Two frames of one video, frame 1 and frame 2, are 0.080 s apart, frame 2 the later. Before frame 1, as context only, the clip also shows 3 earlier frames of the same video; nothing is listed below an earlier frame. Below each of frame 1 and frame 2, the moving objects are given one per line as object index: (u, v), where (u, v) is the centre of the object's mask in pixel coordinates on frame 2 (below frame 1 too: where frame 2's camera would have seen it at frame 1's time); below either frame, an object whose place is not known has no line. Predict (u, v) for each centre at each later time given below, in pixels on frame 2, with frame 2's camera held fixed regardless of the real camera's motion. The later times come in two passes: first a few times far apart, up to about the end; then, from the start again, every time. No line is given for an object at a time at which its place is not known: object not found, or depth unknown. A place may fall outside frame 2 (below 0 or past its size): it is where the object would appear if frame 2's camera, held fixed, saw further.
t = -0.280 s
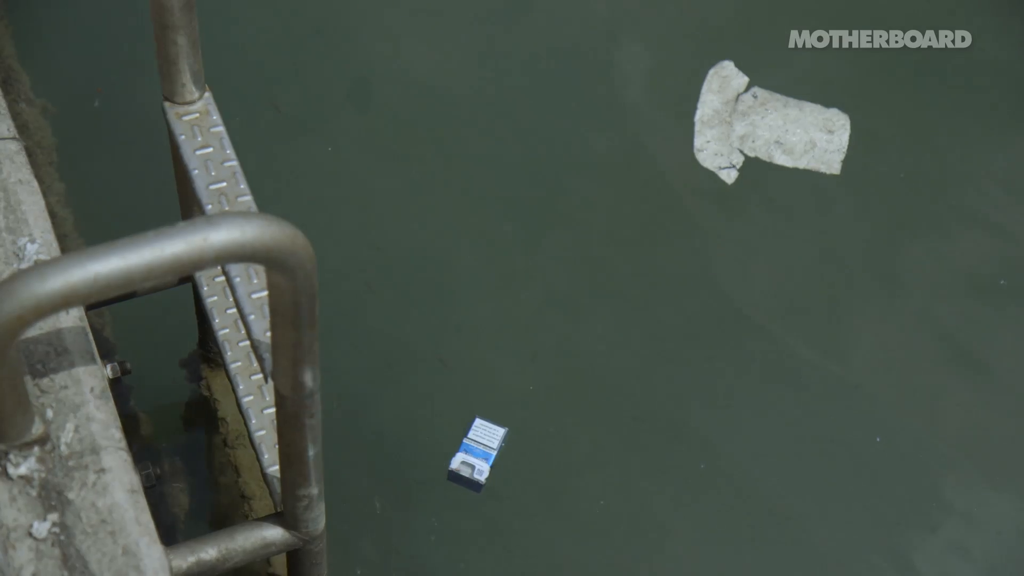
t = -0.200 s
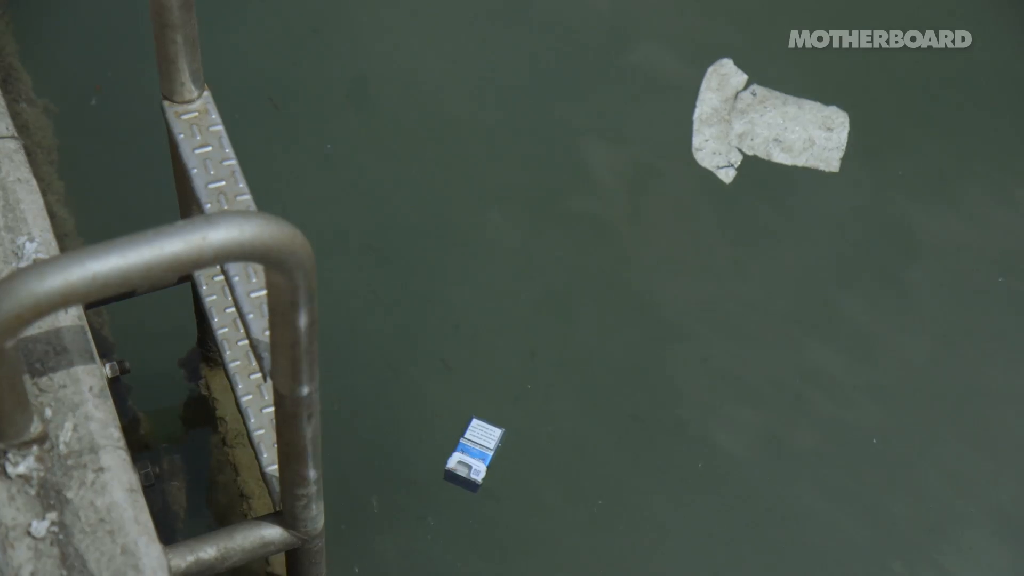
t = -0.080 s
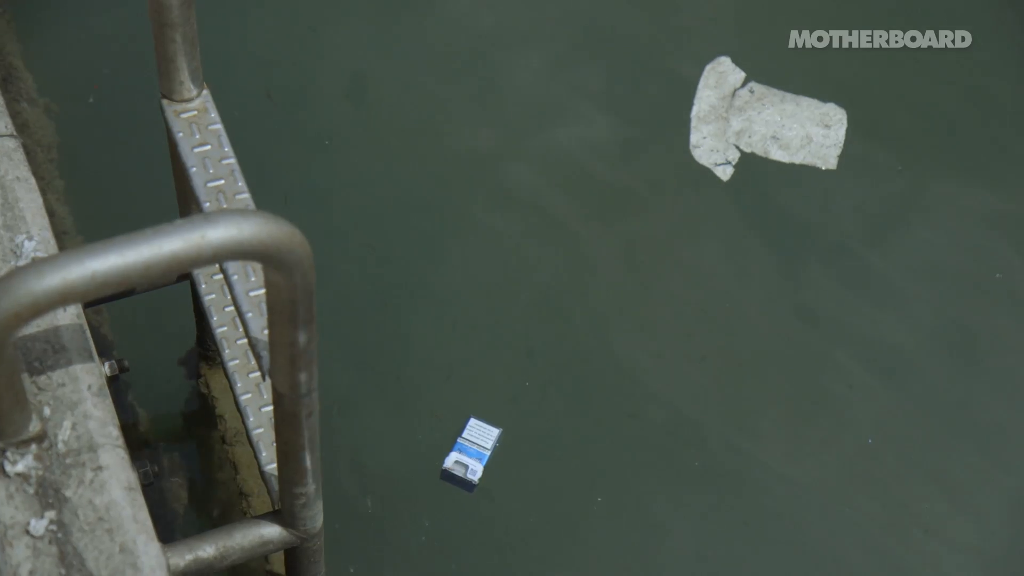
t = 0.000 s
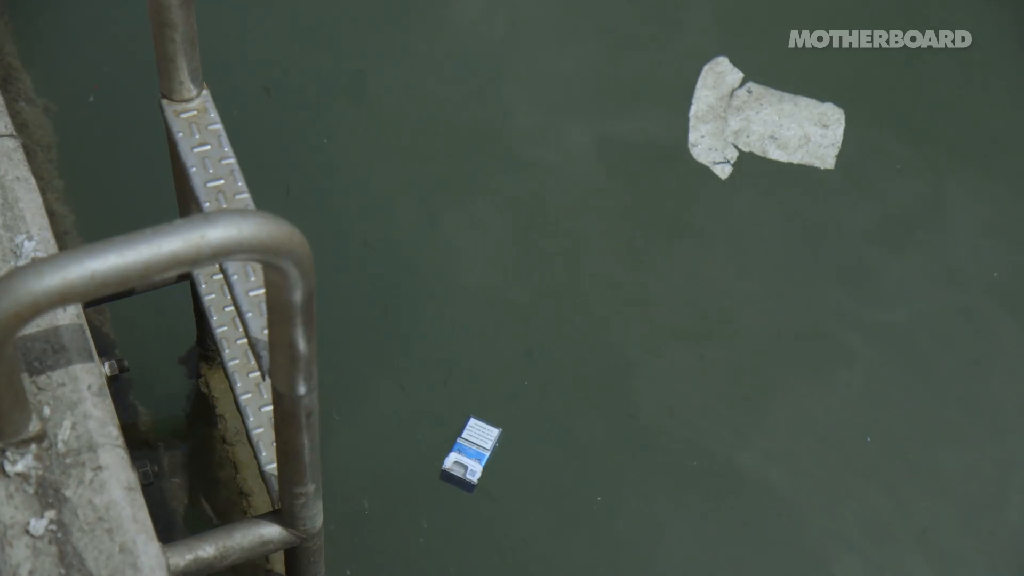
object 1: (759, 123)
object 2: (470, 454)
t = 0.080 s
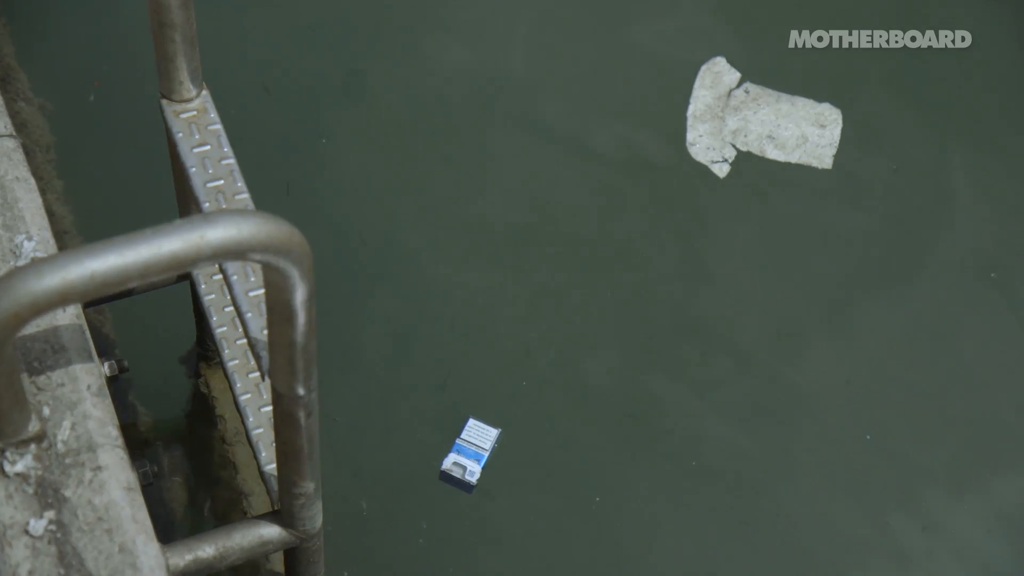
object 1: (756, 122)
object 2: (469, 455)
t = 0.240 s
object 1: (752, 119)
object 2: (466, 456)
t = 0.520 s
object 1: (748, 113)
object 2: (465, 454)
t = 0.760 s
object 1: (747, 108)
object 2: (464, 448)
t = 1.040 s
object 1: (740, 99)
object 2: (456, 445)
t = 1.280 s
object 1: (737, 96)
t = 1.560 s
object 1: (734, 92)
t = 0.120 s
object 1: (755, 122)
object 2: (469, 455)
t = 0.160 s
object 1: (754, 121)
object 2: (468, 455)
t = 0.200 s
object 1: (754, 120)
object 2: (467, 455)
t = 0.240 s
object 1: (752, 119)
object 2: (466, 456)
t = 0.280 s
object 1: (751, 118)
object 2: (465, 456)
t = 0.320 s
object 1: (750, 117)
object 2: (464, 456)
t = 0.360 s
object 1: (748, 116)
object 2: (463, 456)
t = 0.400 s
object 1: (748, 115)
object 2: (463, 456)
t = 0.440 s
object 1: (749, 114)
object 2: (464, 456)
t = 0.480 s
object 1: (749, 113)
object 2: (464, 455)
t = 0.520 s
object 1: (748, 113)
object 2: (465, 454)
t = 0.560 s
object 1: (749, 112)
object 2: (465, 452)
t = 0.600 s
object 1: (749, 111)
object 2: (466, 451)
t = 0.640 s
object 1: (749, 111)
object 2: (466, 450)
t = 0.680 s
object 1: (748, 110)
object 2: (466, 449)
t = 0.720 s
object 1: (747, 109)
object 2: (465, 448)
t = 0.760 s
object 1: (747, 108)
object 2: (464, 448)
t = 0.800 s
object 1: (745, 108)
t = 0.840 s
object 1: (744, 106)
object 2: (462, 448)
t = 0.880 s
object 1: (744, 104)
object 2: (460, 447)
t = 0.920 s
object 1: (742, 103)
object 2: (459, 447)
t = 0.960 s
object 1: (742, 100)
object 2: (458, 446)
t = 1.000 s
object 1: (741, 100)
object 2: (457, 446)
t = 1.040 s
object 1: (740, 99)
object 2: (456, 445)
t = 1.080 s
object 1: (740, 98)
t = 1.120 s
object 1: (739, 98)
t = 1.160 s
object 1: (739, 97)
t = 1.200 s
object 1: (738, 97)
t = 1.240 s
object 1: (737, 96)
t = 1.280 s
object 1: (737, 96)
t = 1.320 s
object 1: (736, 95)
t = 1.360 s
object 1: (736, 95)
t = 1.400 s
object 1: (735, 94)
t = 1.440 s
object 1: (735, 93)
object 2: (450, 441)
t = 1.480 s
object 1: (735, 93)
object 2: (449, 442)
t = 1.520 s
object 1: (735, 93)
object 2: (449, 442)
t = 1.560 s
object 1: (734, 92)
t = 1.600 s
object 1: (734, 92)
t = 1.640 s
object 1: (734, 91)
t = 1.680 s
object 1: (733, 90)
